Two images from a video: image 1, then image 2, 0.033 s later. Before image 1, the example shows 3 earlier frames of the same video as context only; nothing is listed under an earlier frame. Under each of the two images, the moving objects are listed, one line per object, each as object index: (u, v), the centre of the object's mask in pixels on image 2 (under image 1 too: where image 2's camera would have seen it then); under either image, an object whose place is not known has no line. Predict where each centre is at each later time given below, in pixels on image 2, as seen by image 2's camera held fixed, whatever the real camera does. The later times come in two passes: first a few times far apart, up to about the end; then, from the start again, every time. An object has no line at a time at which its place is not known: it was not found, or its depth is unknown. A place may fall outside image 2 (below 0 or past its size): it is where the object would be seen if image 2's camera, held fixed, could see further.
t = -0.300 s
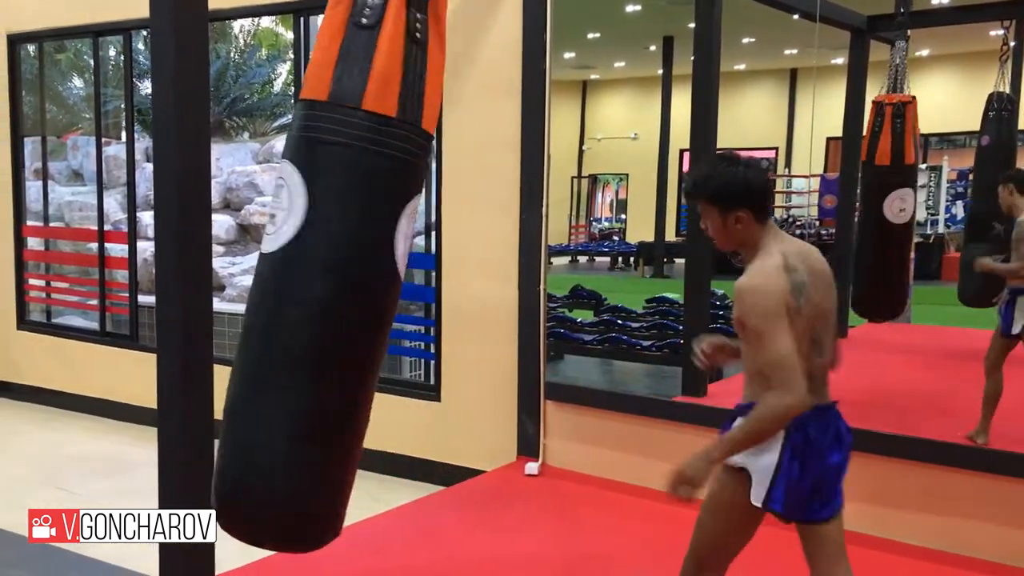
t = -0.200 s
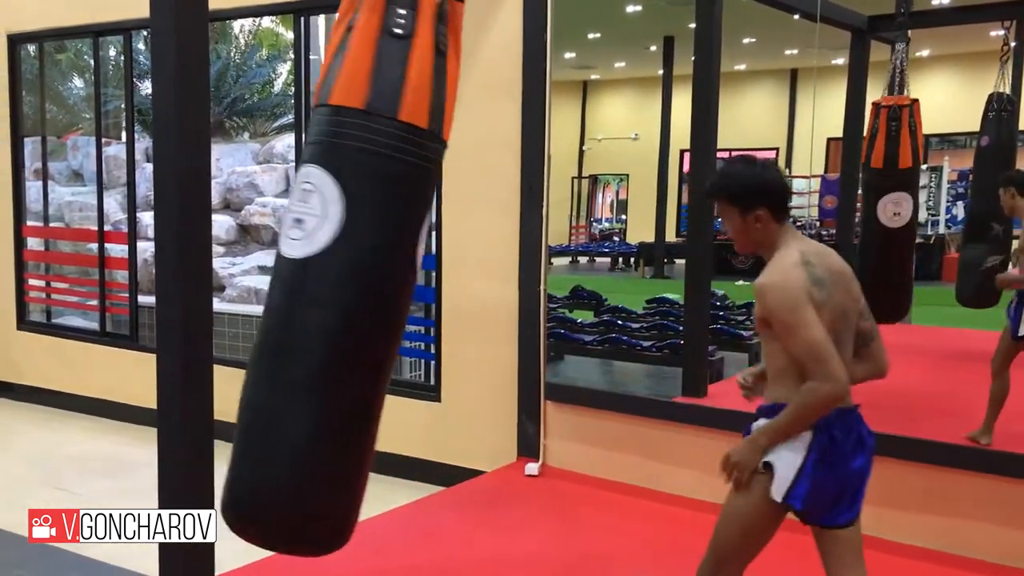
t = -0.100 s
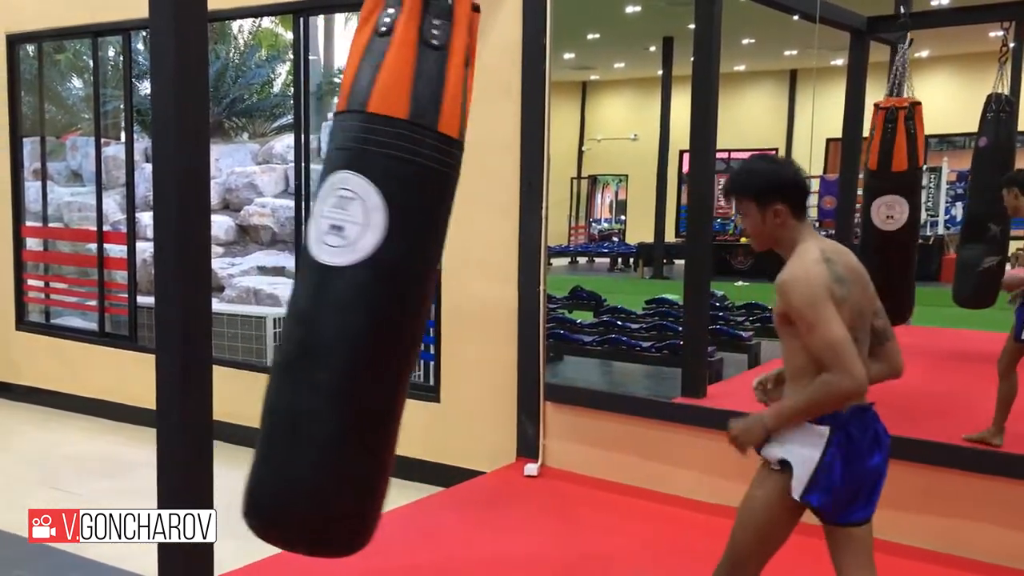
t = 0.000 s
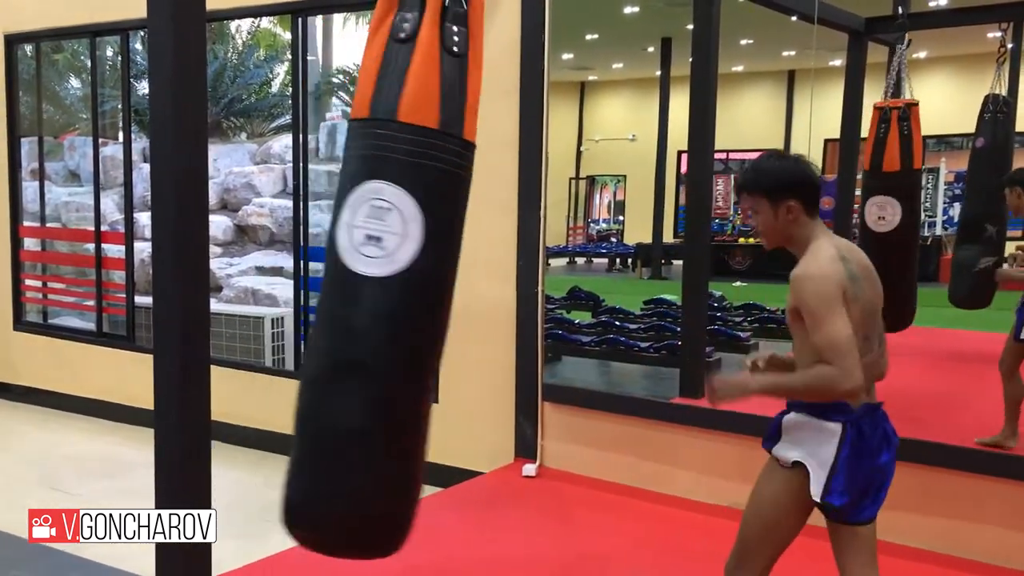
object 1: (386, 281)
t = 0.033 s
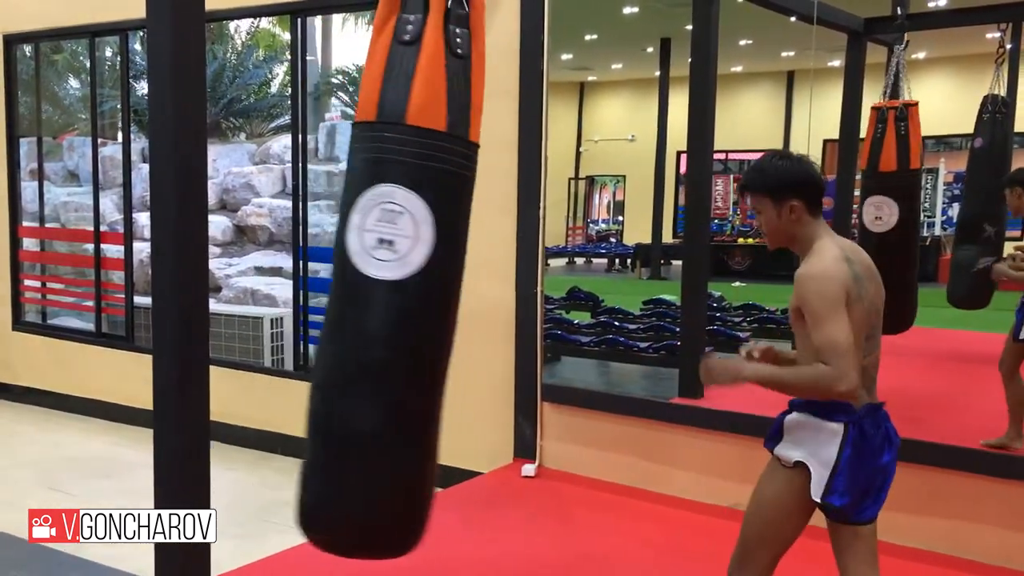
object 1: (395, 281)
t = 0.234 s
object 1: (452, 275)
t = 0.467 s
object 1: (513, 264)
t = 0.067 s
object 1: (404, 281)
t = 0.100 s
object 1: (413, 280)
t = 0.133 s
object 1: (422, 278)
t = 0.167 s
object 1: (432, 277)
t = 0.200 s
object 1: (441, 277)
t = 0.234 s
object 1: (452, 275)
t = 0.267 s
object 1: (461, 274)
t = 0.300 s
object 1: (472, 274)
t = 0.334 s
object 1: (482, 272)
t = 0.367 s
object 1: (490, 270)
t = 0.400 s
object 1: (497, 269)
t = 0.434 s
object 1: (506, 267)
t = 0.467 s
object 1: (513, 264)
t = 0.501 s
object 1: (520, 262)
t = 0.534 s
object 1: (527, 259)
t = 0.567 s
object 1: (533, 257)
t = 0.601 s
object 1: (540, 255)
